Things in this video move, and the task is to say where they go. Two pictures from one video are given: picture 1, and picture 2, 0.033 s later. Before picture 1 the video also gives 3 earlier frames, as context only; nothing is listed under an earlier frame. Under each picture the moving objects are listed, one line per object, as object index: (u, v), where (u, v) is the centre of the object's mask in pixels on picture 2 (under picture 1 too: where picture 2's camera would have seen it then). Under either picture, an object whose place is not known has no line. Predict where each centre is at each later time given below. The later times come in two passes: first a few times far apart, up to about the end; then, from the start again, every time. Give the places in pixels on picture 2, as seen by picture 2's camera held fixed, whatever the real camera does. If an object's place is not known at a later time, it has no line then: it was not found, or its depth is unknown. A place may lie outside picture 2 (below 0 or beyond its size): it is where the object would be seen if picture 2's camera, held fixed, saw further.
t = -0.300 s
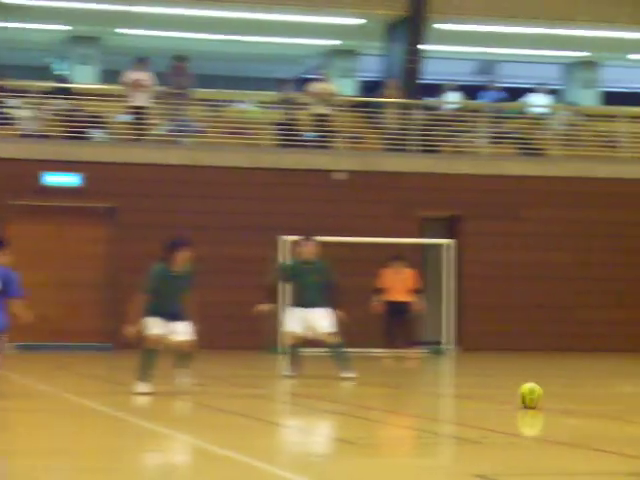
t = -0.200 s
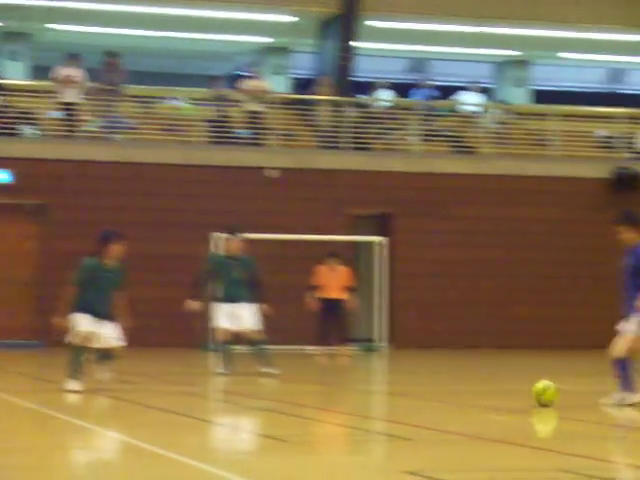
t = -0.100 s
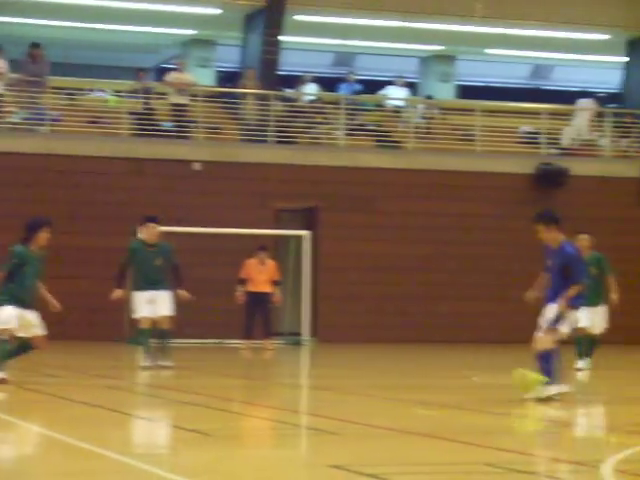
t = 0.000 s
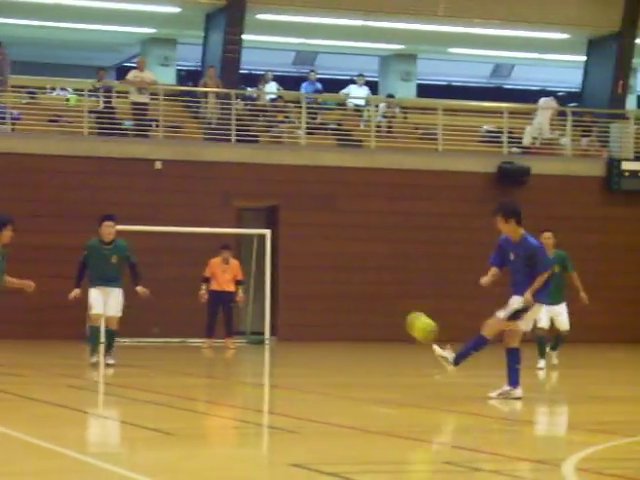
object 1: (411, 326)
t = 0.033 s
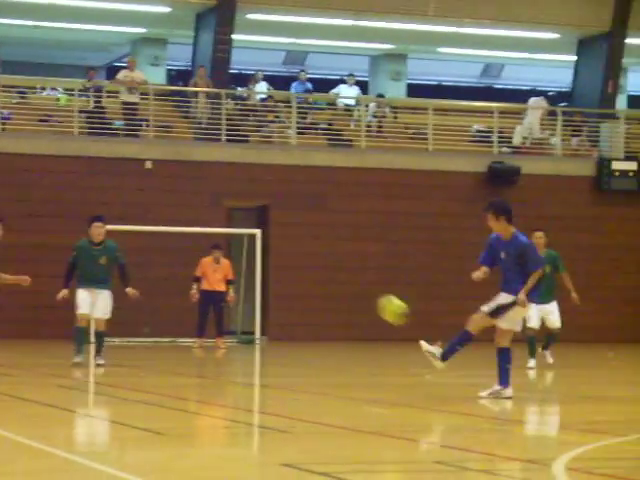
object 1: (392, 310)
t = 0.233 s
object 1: (285, 233)
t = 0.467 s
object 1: (182, 204)
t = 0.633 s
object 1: (118, 217)
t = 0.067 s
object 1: (373, 292)
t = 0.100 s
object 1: (354, 276)
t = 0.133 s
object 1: (337, 264)
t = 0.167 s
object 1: (319, 252)
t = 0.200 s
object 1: (301, 241)
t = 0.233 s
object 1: (285, 233)
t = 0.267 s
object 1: (269, 224)
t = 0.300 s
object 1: (253, 217)
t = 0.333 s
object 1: (238, 213)
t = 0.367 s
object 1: (224, 209)
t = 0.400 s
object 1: (210, 206)
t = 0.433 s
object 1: (196, 205)
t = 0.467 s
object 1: (182, 204)
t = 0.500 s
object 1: (168, 205)
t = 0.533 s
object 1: (156, 206)
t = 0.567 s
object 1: (143, 209)
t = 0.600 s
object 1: (130, 212)
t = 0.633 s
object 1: (118, 217)
